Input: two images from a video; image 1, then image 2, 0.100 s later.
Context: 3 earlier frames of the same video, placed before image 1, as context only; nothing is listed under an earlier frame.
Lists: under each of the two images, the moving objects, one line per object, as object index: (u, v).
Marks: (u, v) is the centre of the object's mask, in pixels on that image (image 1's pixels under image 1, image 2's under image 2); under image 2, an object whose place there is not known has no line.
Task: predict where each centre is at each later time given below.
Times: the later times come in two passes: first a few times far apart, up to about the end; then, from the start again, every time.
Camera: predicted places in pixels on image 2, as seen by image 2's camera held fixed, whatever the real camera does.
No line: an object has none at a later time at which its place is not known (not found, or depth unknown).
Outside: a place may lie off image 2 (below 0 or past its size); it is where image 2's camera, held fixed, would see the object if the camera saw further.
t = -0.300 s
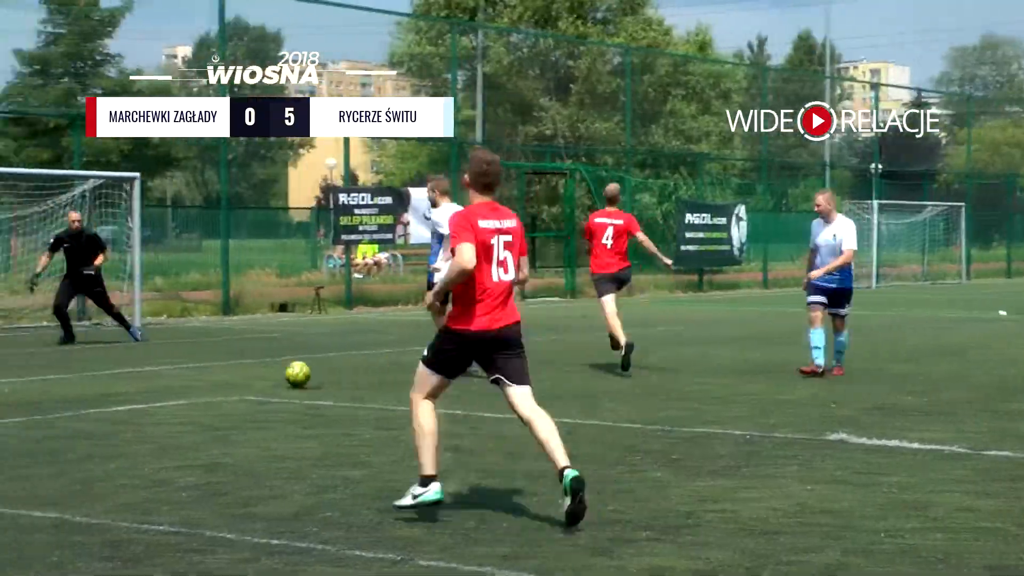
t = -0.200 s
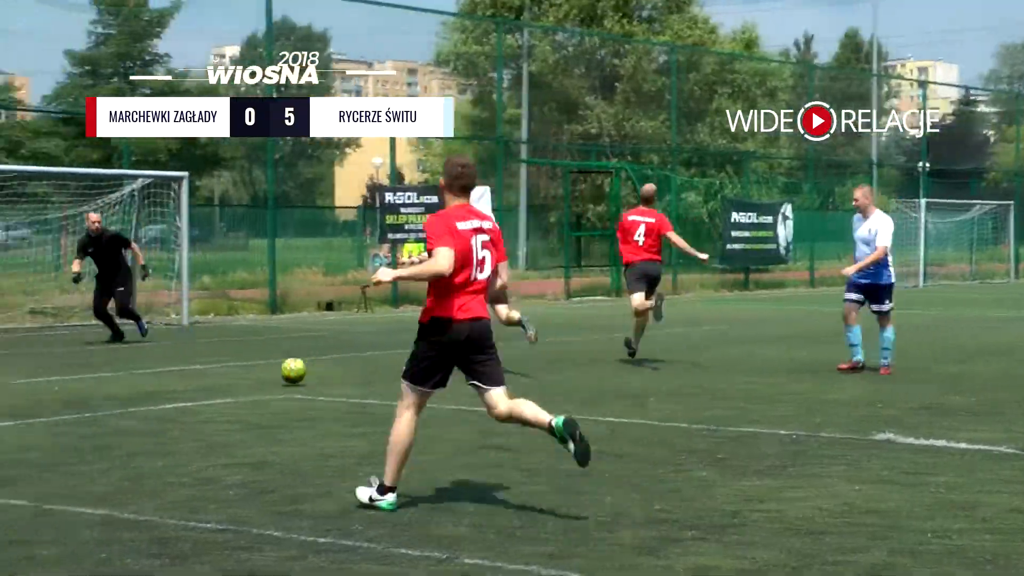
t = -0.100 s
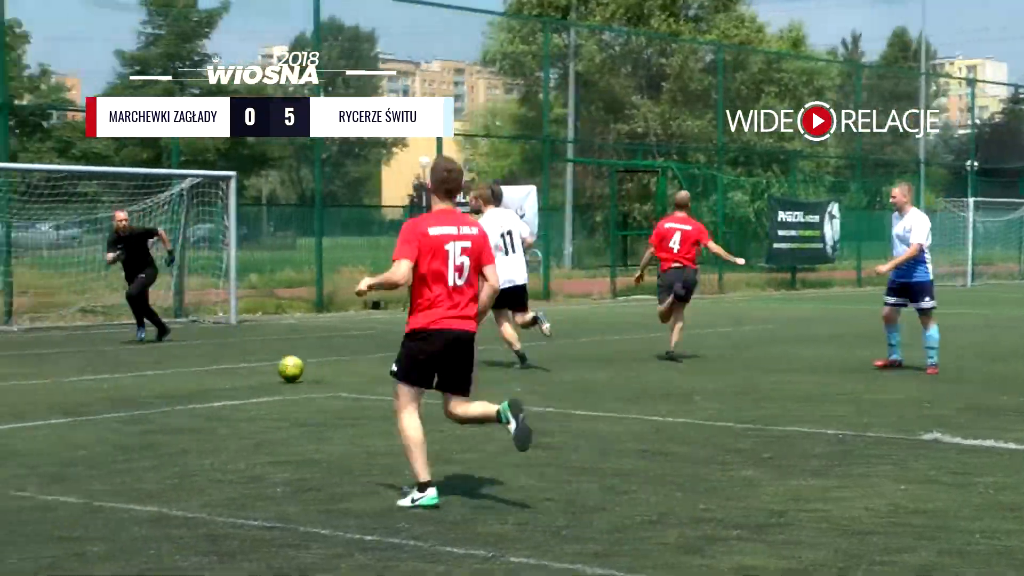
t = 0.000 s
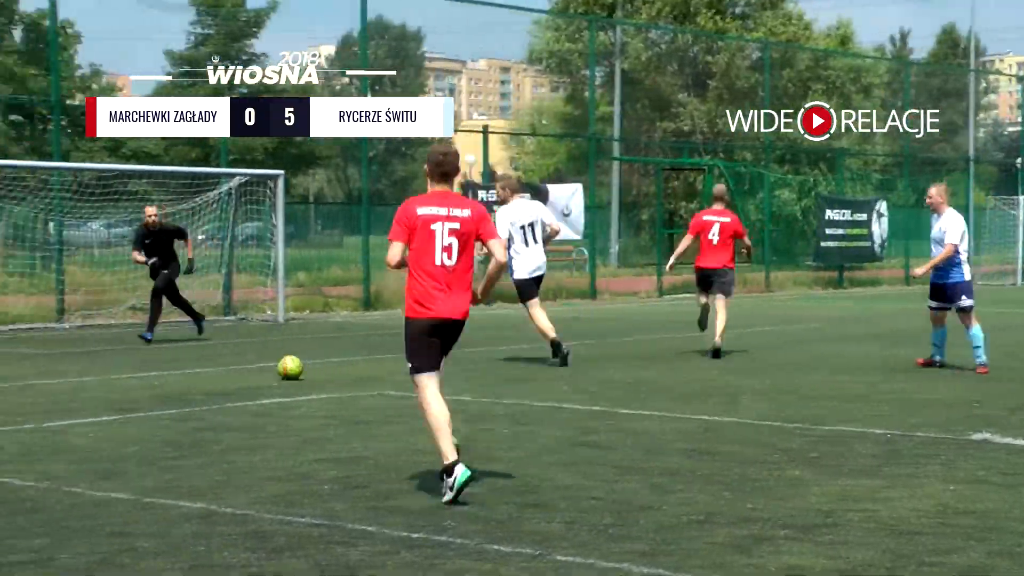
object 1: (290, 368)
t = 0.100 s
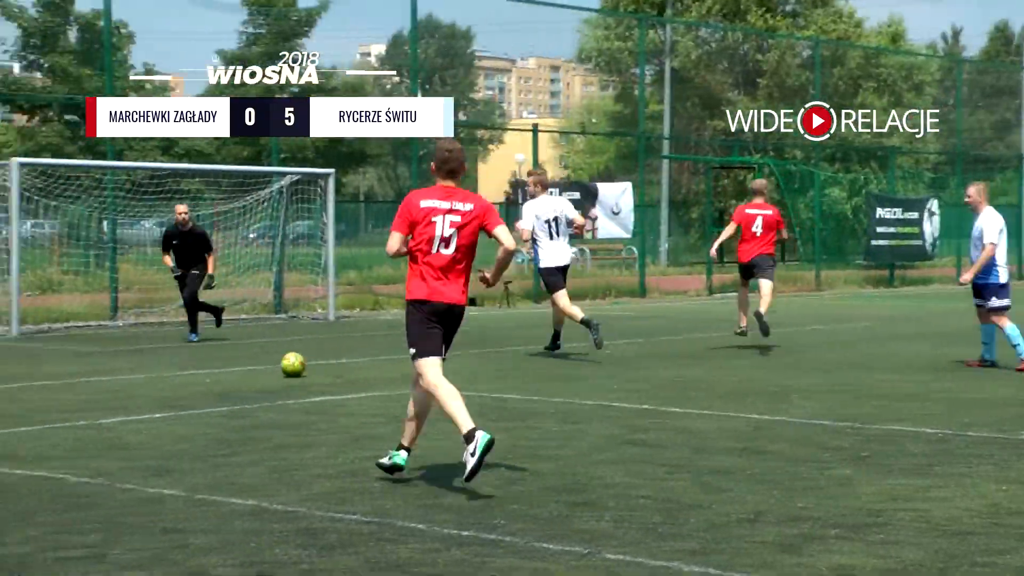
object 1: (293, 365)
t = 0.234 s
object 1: (230, 363)
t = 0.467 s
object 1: (131, 360)
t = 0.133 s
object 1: (275, 364)
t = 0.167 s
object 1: (265, 364)
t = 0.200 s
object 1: (247, 363)
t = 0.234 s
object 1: (230, 363)
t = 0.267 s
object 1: (219, 363)
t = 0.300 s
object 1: (203, 362)
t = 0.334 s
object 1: (188, 362)
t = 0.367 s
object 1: (174, 361)
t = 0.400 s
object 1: (159, 361)
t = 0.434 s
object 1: (145, 361)
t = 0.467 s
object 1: (131, 360)
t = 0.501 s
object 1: (117, 360)
